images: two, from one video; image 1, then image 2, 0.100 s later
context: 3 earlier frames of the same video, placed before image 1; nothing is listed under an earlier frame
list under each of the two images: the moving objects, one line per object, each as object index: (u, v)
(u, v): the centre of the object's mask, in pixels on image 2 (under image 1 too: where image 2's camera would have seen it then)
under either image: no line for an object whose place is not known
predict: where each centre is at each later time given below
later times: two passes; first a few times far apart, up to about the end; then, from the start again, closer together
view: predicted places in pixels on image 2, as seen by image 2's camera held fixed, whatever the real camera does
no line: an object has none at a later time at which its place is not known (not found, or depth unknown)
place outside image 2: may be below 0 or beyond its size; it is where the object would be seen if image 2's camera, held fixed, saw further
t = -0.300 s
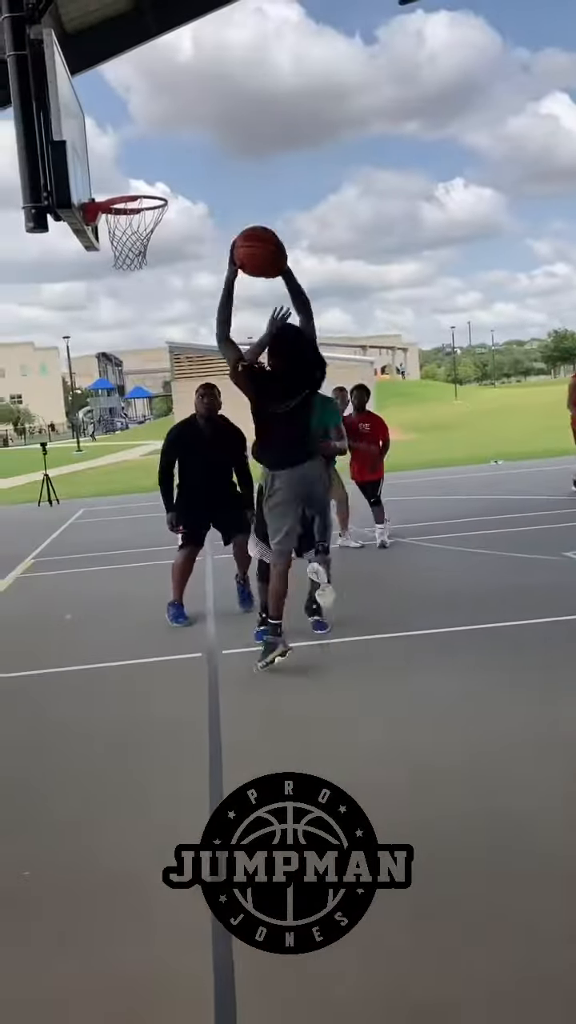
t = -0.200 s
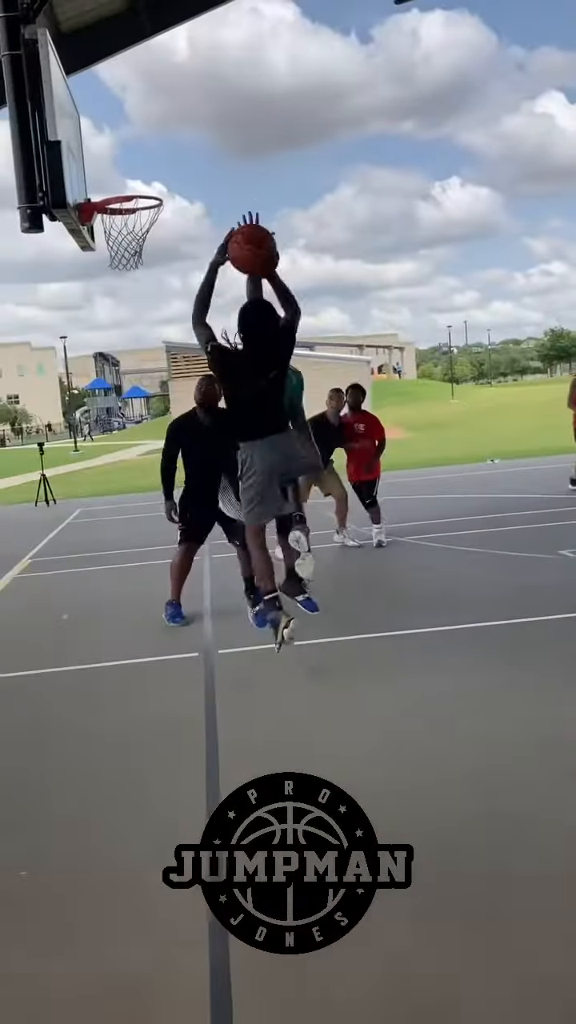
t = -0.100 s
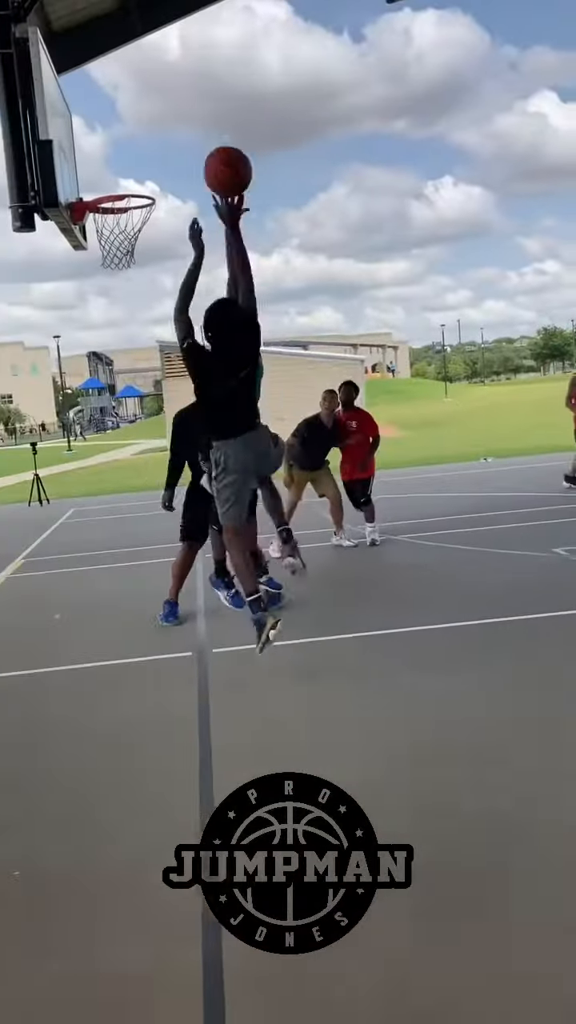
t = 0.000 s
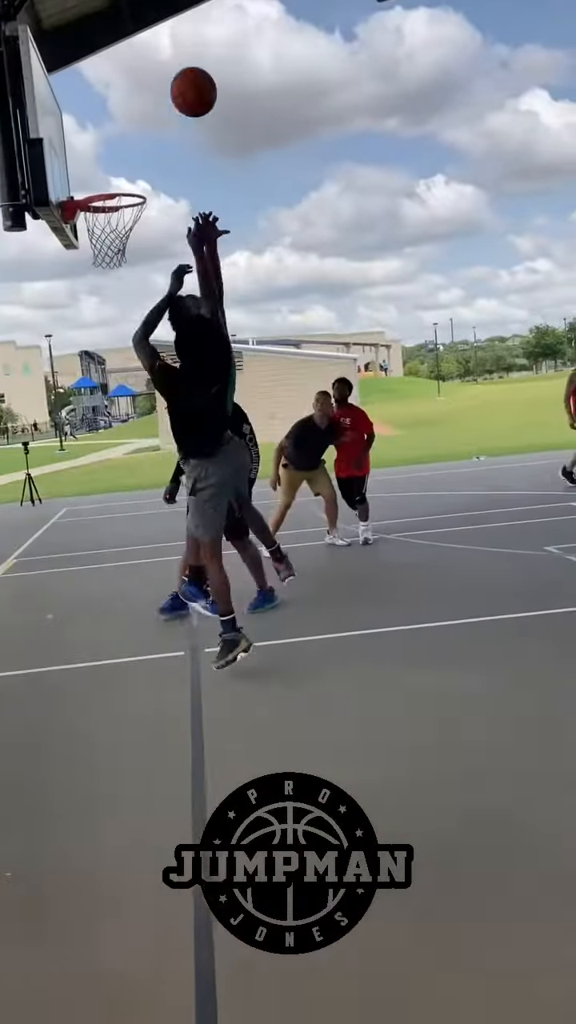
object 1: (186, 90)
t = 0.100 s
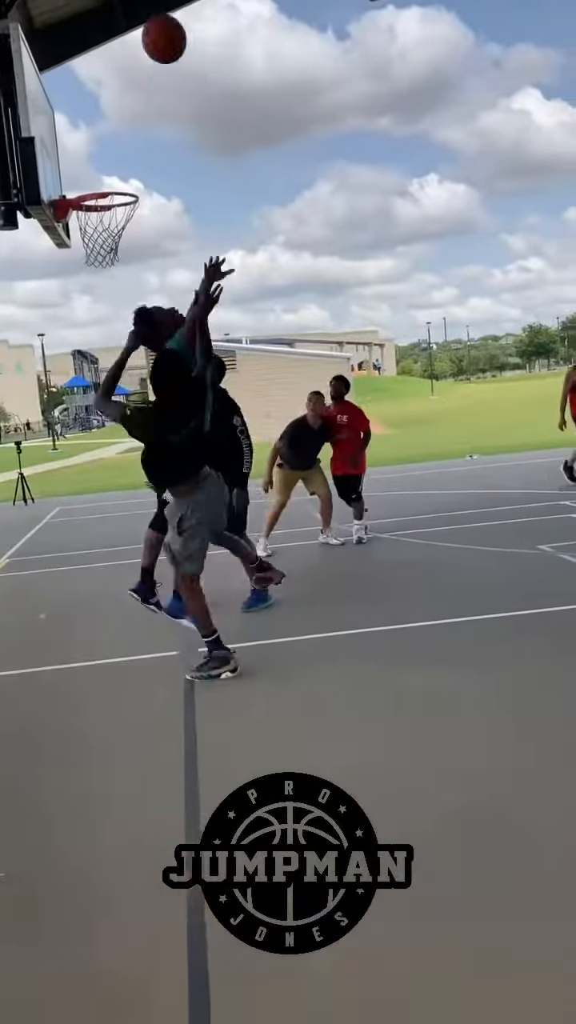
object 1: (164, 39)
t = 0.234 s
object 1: (140, 16)
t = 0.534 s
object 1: (109, 49)
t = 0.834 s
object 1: (97, 199)
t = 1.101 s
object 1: (137, 235)
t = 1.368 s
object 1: (145, 301)
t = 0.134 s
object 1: (158, 27)
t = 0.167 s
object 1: (151, 21)
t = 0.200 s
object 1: (146, 18)
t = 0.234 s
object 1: (140, 16)
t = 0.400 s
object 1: (120, 19)
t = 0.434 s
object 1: (118, 22)
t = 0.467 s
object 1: (115, 26)
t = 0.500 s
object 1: (111, 38)
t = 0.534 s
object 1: (109, 49)
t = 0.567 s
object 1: (107, 61)
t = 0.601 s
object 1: (105, 74)
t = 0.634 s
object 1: (103, 89)
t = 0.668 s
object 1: (101, 105)
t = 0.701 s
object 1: (100, 122)
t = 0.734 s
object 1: (99, 140)
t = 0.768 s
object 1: (98, 159)
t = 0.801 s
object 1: (97, 178)
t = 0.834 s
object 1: (97, 199)
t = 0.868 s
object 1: (105, 212)
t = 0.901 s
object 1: (116, 225)
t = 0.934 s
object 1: (125, 235)
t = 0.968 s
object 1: (132, 237)
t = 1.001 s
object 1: (134, 236)
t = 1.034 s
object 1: (136, 234)
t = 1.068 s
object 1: (136, 234)
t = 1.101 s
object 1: (137, 235)
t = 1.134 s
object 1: (137, 238)
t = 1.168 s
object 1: (138, 242)
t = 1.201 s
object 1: (138, 248)
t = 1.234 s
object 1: (139, 255)
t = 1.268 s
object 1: (140, 264)
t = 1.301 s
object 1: (142, 275)
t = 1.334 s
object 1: (143, 287)
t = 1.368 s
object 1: (145, 301)
